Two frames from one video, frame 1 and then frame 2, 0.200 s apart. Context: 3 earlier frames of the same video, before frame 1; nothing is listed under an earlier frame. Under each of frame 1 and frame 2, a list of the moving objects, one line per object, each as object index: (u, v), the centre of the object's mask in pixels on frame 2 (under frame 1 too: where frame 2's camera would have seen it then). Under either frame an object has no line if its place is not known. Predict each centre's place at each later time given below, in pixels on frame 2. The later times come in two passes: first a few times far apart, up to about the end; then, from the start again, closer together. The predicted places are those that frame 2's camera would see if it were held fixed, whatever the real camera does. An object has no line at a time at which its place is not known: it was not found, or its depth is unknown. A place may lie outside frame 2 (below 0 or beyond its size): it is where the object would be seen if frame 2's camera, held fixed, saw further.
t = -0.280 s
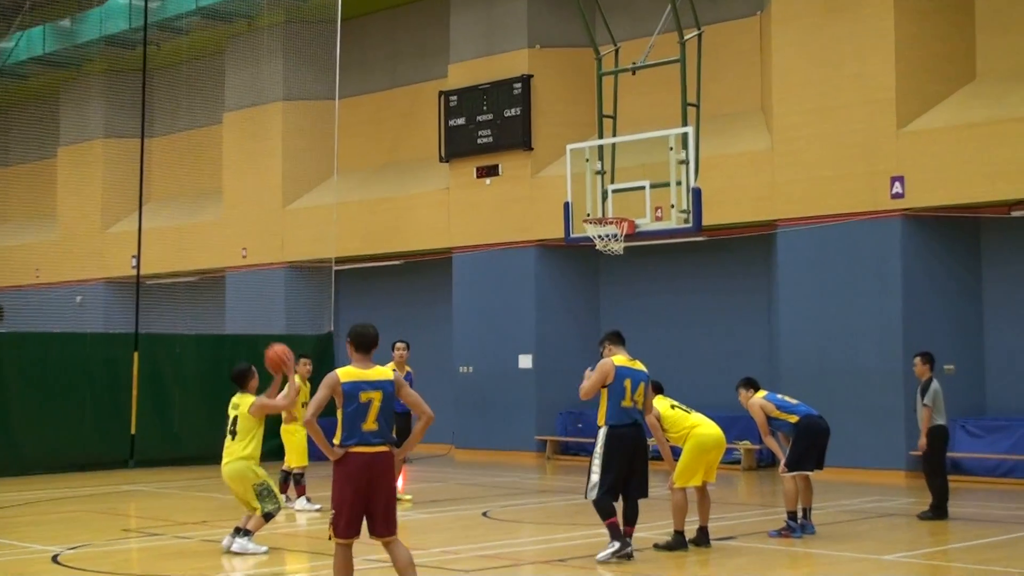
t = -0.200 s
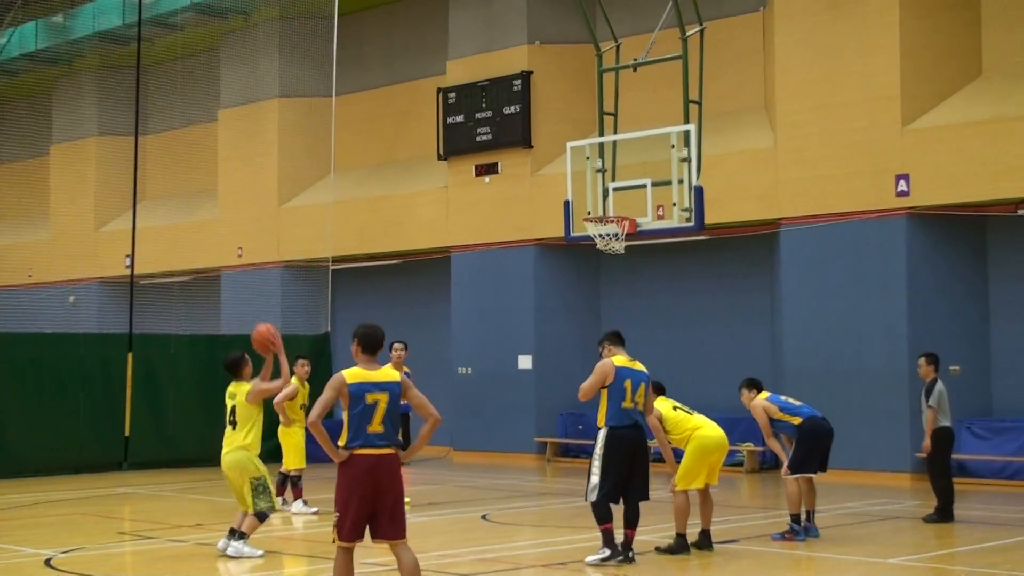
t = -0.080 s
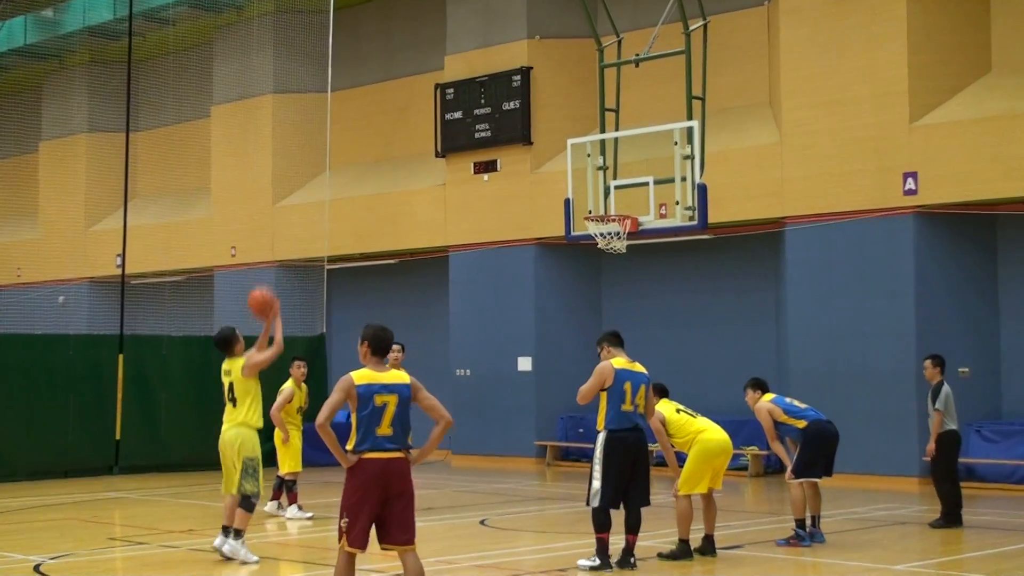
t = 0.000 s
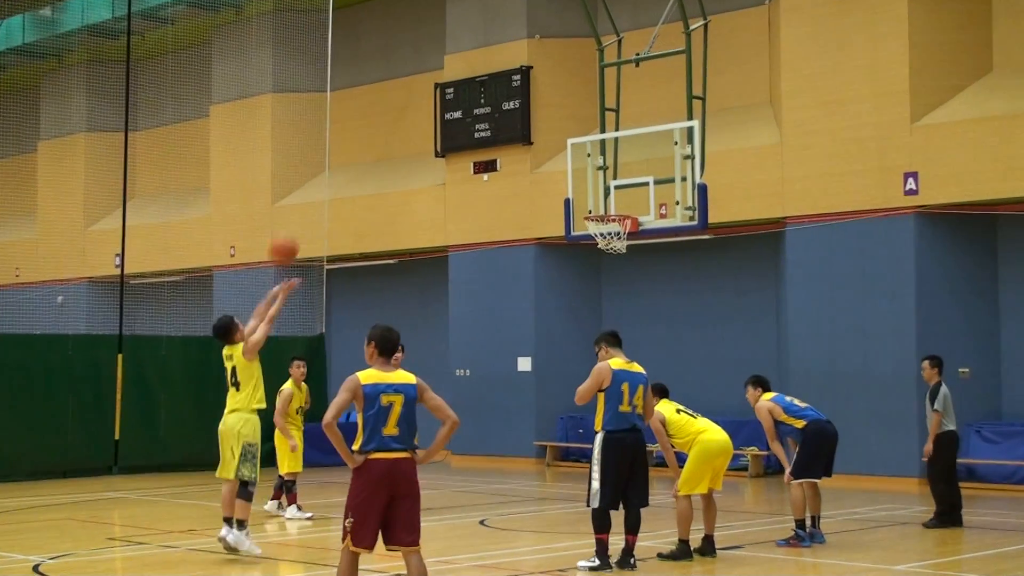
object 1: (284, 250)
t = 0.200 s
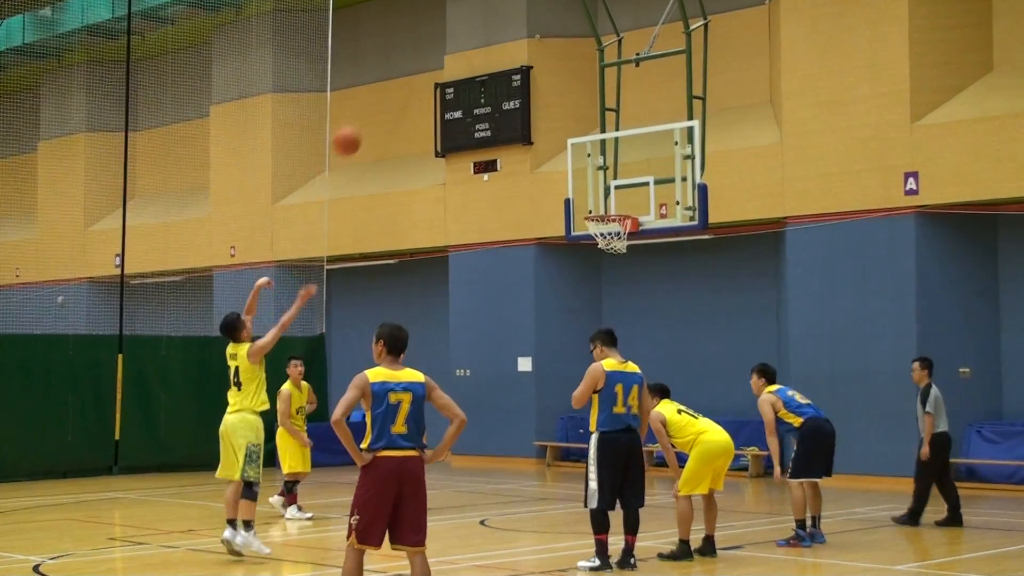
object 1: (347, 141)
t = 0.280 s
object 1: (370, 112)
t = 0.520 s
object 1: (437, 69)
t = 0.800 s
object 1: (510, 97)
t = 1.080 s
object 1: (576, 199)
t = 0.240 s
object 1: (358, 126)
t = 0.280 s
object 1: (370, 112)
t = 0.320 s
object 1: (382, 100)
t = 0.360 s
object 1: (394, 91)
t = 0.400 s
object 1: (405, 82)
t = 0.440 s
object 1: (416, 76)
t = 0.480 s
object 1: (427, 71)
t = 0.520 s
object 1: (437, 69)
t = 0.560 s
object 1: (448, 68)
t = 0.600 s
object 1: (459, 69)
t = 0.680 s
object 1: (479, 76)
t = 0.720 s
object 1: (490, 81)
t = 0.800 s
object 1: (510, 97)
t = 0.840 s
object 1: (519, 107)
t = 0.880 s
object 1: (529, 119)
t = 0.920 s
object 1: (539, 132)
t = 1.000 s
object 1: (557, 163)
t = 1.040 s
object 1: (567, 181)
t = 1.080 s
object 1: (576, 199)
